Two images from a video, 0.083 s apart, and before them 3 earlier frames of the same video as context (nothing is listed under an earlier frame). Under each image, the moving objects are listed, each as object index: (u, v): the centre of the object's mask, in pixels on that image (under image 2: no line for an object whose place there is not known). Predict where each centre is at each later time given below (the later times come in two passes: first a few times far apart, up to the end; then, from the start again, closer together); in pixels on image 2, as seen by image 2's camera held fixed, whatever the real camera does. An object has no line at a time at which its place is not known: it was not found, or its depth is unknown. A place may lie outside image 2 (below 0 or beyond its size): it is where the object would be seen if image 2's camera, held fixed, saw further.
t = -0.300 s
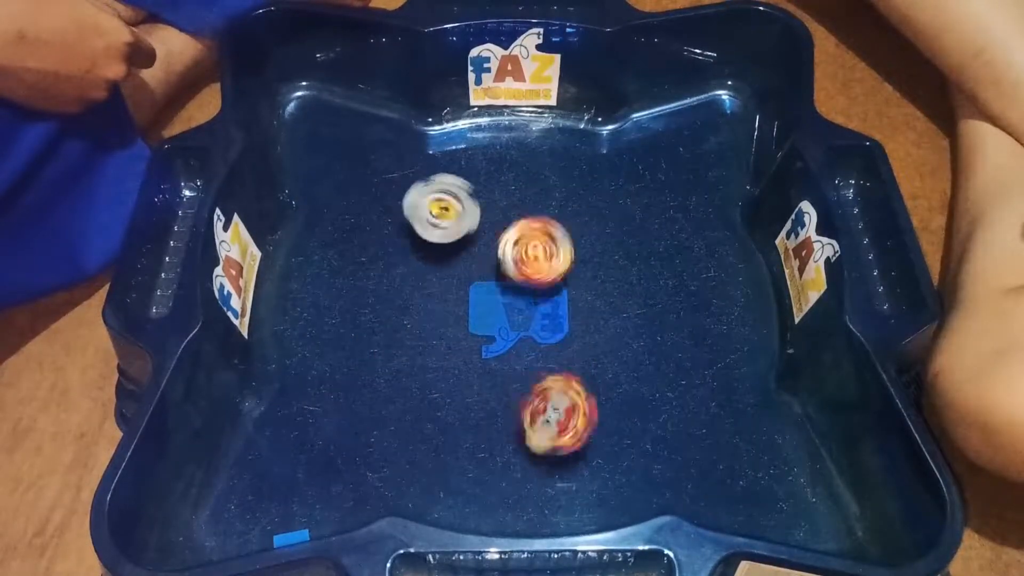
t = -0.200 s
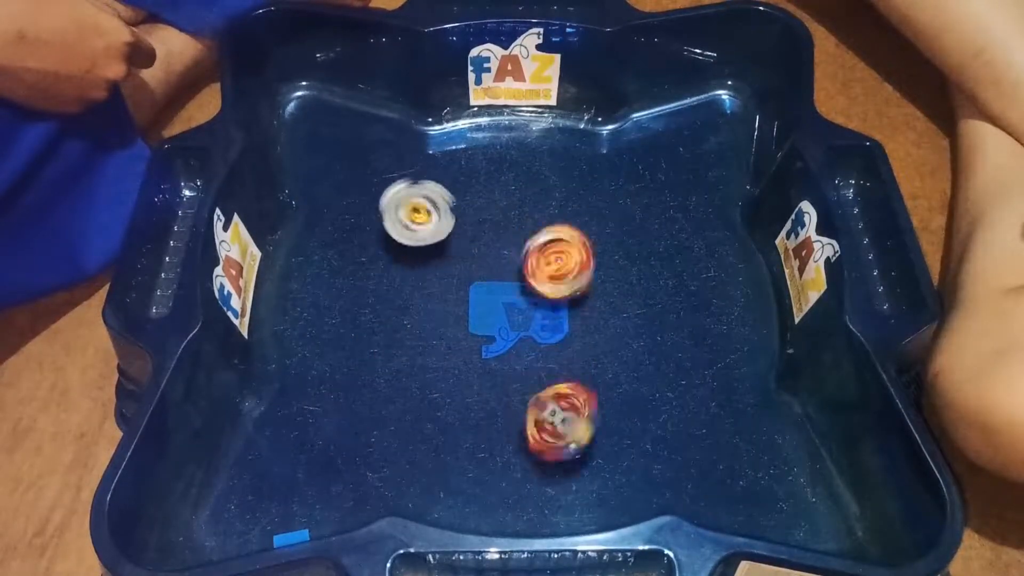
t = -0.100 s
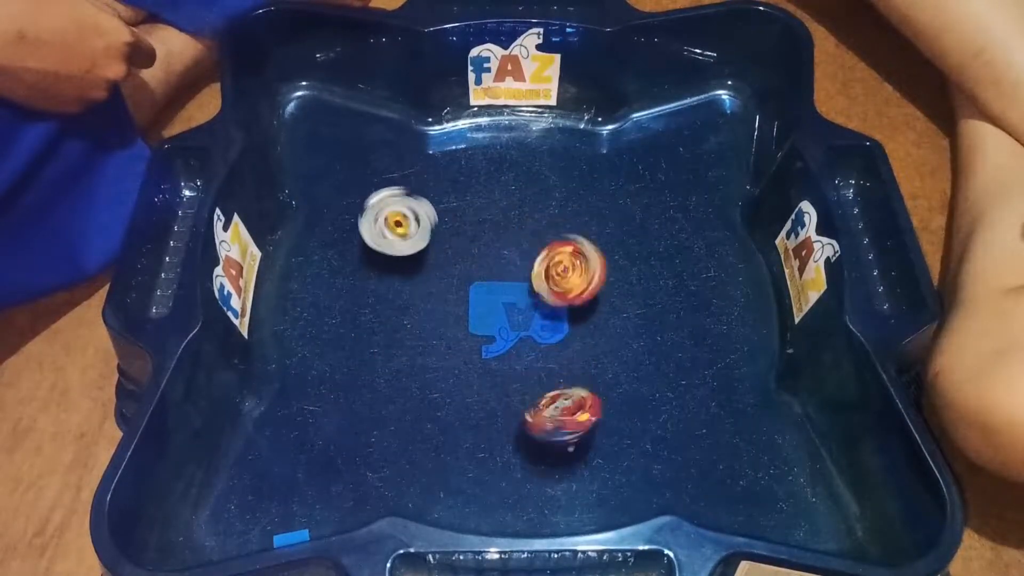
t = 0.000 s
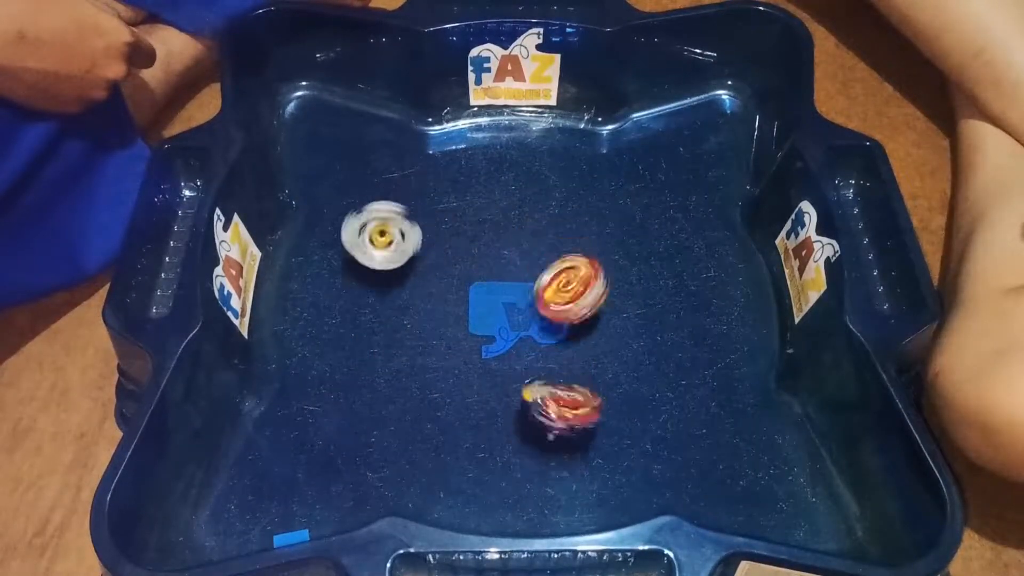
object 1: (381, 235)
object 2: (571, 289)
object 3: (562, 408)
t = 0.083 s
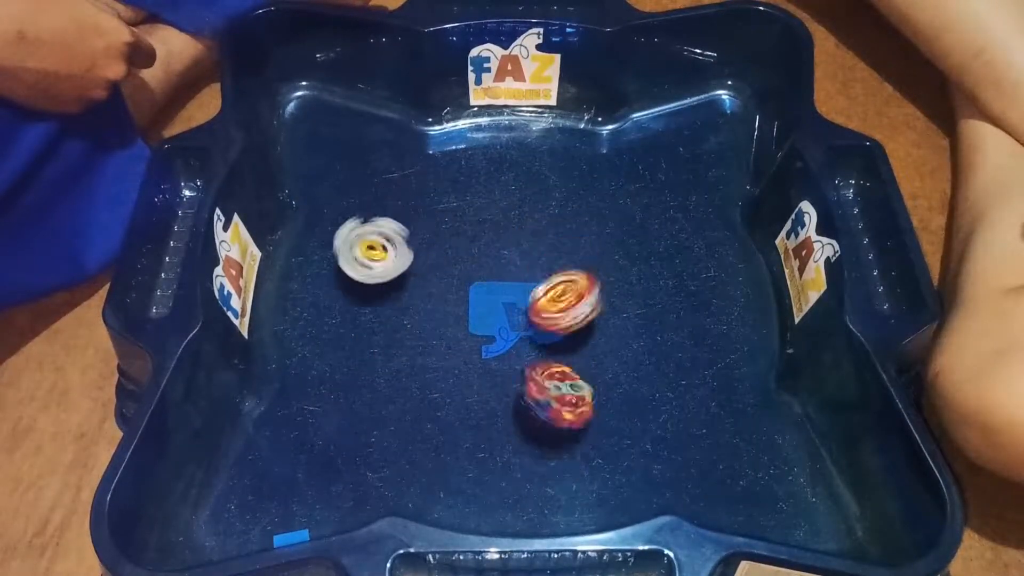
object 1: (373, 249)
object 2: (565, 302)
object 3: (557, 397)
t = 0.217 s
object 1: (369, 274)
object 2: (545, 311)
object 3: (546, 374)
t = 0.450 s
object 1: (392, 316)
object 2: (529, 287)
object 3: (512, 357)
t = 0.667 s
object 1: (434, 339)
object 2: (547, 262)
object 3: (507, 360)
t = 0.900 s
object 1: (417, 330)
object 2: (582, 264)
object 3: (541, 368)
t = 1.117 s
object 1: (432, 312)
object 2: (597, 293)
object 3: (540, 366)
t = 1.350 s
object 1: (473, 291)
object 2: (578, 312)
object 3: (515, 357)
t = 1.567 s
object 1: (475, 272)
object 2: (581, 310)
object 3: (509, 356)
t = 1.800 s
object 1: (454, 247)
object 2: (592, 312)
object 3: (521, 370)
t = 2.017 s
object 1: (455, 240)
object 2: (587, 313)
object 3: (517, 364)
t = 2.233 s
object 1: (472, 245)
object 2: (571, 303)
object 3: (517, 364)
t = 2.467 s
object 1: (482, 258)
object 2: (575, 294)
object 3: (517, 364)
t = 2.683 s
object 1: (490, 266)
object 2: (584, 307)
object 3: (517, 362)
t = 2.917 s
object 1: (496, 277)
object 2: (575, 311)
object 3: (517, 363)
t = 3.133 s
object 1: (493, 276)
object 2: (572, 313)
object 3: (517, 363)
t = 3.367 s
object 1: (514, 265)
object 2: (567, 318)
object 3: (517, 363)
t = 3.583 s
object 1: (531, 265)
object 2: (587, 323)
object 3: (514, 362)
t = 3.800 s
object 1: (541, 269)
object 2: (585, 322)
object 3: (514, 362)
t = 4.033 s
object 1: (547, 275)
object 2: (588, 319)
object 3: (514, 362)
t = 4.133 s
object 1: (548, 276)
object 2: (589, 318)
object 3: (514, 362)
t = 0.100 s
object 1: (372, 253)
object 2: (564, 302)
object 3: (556, 394)
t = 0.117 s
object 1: (371, 256)
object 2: (564, 304)
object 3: (554, 392)
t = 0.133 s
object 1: (371, 259)
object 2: (559, 307)
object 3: (552, 391)
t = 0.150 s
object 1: (370, 261)
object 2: (559, 308)
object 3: (551, 383)
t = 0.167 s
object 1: (369, 265)
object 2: (554, 311)
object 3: (552, 380)
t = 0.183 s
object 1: (369, 268)
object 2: (551, 312)
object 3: (551, 377)
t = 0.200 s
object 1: (370, 271)
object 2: (551, 312)
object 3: (549, 375)
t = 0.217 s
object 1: (369, 274)
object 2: (545, 311)
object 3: (546, 374)
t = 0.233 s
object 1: (369, 277)
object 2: (546, 310)
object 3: (542, 374)
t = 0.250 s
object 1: (370, 280)
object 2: (545, 308)
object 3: (541, 374)
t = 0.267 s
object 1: (372, 283)
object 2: (542, 305)
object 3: (539, 374)
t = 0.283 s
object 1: (372, 286)
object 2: (543, 304)
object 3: (536, 372)
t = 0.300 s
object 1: (373, 289)
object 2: (540, 306)
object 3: (533, 370)
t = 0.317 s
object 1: (375, 292)
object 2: (538, 304)
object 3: (531, 367)
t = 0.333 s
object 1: (377, 295)
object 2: (537, 301)
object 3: (530, 366)
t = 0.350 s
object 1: (379, 299)
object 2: (534, 298)
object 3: (528, 364)
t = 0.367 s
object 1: (380, 302)
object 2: (534, 296)
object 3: (526, 362)
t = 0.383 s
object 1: (382, 305)
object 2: (535, 297)
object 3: (523, 360)
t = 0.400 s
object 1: (385, 307)
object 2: (532, 294)
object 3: (520, 359)
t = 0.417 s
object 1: (387, 311)
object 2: (532, 293)
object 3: (516, 358)
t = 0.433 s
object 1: (390, 313)
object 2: (530, 291)
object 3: (514, 357)
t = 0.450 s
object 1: (392, 316)
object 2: (529, 287)
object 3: (512, 357)
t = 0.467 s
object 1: (395, 318)
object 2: (532, 285)
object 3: (510, 357)
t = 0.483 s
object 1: (398, 321)
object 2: (530, 284)
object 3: (508, 357)
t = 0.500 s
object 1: (402, 323)
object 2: (531, 280)
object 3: (507, 357)
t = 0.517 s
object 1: (406, 325)
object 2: (532, 278)
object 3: (505, 358)
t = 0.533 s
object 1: (409, 327)
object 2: (532, 275)
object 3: (505, 358)
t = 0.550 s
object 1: (413, 329)
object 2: (534, 271)
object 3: (504, 358)
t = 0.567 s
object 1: (417, 332)
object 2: (537, 271)
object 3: (503, 359)
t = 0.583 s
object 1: (420, 333)
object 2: (538, 269)
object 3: (503, 359)
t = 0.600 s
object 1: (424, 335)
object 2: (539, 267)
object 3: (503, 359)
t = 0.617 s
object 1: (428, 336)
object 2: (540, 267)
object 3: (503, 359)
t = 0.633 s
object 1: (431, 337)
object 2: (542, 264)
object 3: (503, 359)
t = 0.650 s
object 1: (433, 338)
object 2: (545, 263)
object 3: (505, 359)
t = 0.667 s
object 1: (434, 339)
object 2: (547, 262)
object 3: (507, 360)
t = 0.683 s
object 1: (432, 340)
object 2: (549, 261)
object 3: (509, 358)
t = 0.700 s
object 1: (430, 341)
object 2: (551, 260)
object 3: (514, 357)
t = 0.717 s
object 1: (430, 340)
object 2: (553, 258)
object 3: (518, 356)
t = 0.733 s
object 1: (428, 339)
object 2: (558, 258)
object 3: (522, 357)
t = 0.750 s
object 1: (425, 338)
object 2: (561, 258)
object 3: (526, 358)
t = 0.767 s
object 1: (424, 339)
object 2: (564, 258)
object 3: (530, 357)
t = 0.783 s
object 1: (423, 337)
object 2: (566, 259)
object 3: (532, 359)
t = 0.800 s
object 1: (421, 336)
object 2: (567, 259)
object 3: (534, 360)
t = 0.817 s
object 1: (419, 335)
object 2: (571, 259)
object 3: (537, 362)
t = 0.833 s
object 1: (419, 335)
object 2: (574, 260)
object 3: (538, 364)
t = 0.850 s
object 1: (420, 334)
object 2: (576, 261)
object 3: (540, 365)
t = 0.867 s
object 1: (418, 332)
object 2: (579, 262)
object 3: (540, 366)
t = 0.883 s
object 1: (417, 331)
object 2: (581, 265)
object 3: (541, 367)
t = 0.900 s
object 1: (417, 330)
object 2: (582, 264)
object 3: (541, 368)
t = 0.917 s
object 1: (417, 328)
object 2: (586, 265)
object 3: (541, 368)
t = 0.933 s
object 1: (417, 328)
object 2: (588, 268)
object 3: (541, 368)
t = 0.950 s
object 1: (419, 327)
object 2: (590, 270)
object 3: (541, 368)
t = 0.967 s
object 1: (420, 325)
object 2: (592, 273)
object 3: (541, 369)
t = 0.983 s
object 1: (419, 323)
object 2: (591, 275)
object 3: (541, 369)
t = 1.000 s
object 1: (419, 322)
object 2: (593, 275)
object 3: (541, 369)
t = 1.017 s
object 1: (421, 322)
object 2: (596, 278)
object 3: (541, 369)
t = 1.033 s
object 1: (424, 320)
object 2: (594, 281)
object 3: (541, 369)
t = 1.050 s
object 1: (425, 317)
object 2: (597, 283)
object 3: (541, 369)
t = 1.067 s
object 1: (425, 316)
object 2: (597, 286)
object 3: (541, 368)
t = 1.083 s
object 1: (426, 315)
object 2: (595, 288)
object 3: (541, 368)
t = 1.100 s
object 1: (429, 314)
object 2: (597, 290)
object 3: (540, 367)
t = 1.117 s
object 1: (432, 312)
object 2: (597, 293)
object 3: (540, 366)
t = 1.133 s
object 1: (434, 310)
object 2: (595, 296)
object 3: (539, 365)
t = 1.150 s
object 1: (436, 308)
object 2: (595, 298)
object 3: (538, 364)
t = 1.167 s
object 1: (438, 307)
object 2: (592, 301)
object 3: (538, 362)
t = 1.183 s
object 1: (440, 306)
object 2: (590, 302)
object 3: (537, 360)
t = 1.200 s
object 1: (444, 304)
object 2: (590, 304)
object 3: (535, 359)
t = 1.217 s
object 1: (448, 302)
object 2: (588, 306)
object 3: (534, 358)
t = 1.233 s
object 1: (451, 301)
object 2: (586, 308)
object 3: (532, 358)
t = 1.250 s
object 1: (453, 299)
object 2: (585, 310)
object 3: (530, 356)
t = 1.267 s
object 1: (456, 298)
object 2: (580, 312)
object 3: (528, 355)
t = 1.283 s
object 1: (459, 296)
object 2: (578, 312)
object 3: (526, 354)
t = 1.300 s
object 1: (462, 295)
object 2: (578, 313)
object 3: (524, 354)
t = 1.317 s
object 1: (466, 294)
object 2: (576, 314)
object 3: (520, 354)
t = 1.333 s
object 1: (469, 292)
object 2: (576, 312)
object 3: (517, 355)
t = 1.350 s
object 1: (473, 291)
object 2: (578, 312)
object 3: (515, 357)
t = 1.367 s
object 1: (476, 289)
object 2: (576, 313)
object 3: (513, 358)
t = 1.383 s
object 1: (479, 288)
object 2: (575, 312)
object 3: (512, 358)
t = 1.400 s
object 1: (482, 287)
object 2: (576, 313)
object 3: (510, 358)
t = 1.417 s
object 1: (484, 285)
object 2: (571, 313)
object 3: (509, 357)
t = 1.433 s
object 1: (488, 284)
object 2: (567, 312)
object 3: (508, 357)
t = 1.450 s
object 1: (489, 283)
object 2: (569, 309)
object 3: (507, 356)
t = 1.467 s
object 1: (484, 282)
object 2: (572, 310)
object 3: (506, 356)
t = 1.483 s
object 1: (482, 281)
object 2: (574, 310)
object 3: (506, 355)
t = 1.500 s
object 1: (481, 279)
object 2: (577, 311)
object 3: (506, 355)
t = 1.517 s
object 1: (480, 277)
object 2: (578, 312)
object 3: (506, 356)
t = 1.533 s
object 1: (478, 276)
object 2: (578, 311)
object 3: (507, 356)
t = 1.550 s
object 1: (477, 274)
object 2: (579, 309)
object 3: (508, 356)
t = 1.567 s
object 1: (475, 272)
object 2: (581, 310)
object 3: (509, 356)
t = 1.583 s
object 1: (473, 269)
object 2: (582, 309)
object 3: (510, 357)
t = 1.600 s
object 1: (471, 267)
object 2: (585, 309)
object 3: (511, 358)
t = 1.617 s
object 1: (469, 265)
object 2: (586, 310)
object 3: (513, 359)
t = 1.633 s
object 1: (466, 263)
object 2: (586, 311)
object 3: (514, 361)
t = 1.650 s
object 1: (464, 261)
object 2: (586, 311)
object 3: (514, 361)
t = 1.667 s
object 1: (462, 260)
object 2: (587, 310)
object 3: (515, 362)
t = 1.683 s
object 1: (461, 258)
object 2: (586, 309)
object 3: (516, 363)
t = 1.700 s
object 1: (460, 257)
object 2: (589, 308)
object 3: (517, 363)
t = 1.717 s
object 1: (459, 255)
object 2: (592, 308)
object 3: (518, 365)
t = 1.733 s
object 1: (457, 253)
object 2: (592, 310)
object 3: (519, 365)
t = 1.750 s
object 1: (455, 252)
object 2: (592, 310)
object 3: (519, 366)
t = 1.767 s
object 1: (454, 251)
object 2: (593, 311)
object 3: (520, 367)
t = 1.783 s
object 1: (455, 249)
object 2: (592, 312)
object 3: (520, 369)
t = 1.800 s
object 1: (454, 247)
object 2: (592, 312)
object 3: (521, 370)
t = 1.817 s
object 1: (452, 246)
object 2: (594, 310)
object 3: (521, 370)
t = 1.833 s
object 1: (451, 246)
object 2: (596, 311)
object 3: (521, 370)
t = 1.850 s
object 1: (451, 246)
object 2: (594, 312)
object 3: (521, 370)
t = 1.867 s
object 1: (452, 245)
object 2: (595, 313)
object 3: (521, 370)
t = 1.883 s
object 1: (453, 243)
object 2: (595, 312)
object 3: (520, 369)
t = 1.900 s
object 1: (452, 242)
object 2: (592, 313)
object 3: (520, 369)
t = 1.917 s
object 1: (451, 240)
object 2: (592, 311)
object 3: (520, 368)
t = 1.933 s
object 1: (450, 241)
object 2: (594, 311)
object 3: (520, 367)
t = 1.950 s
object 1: (451, 241)
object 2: (593, 312)
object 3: (519, 367)
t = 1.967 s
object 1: (453, 240)
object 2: (591, 313)
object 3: (519, 366)
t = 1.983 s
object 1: (453, 240)
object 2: (591, 313)
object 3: (518, 365)
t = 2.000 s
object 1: (454, 240)
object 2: (590, 314)
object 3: (518, 364)
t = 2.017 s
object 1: (455, 240)
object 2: (587, 313)
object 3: (517, 364)
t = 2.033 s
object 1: (456, 240)
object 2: (586, 311)
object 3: (516, 363)
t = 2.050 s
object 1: (456, 240)
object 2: (588, 311)
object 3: (516, 362)
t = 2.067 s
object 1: (457, 240)
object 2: (585, 311)
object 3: (516, 362)
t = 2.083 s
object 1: (460, 241)
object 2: (584, 310)
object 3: (515, 362)
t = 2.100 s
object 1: (461, 240)
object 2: (583, 311)
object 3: (515, 361)
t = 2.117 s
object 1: (462, 241)
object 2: (581, 310)
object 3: (515, 362)
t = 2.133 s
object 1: (462, 241)
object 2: (578, 308)
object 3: (516, 362)
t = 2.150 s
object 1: (464, 243)
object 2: (579, 307)
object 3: (516, 362)
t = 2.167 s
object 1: (467, 243)
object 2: (579, 307)
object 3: (516, 362)
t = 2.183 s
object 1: (469, 243)
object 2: (577, 306)
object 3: (516, 363)
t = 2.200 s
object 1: (470, 244)
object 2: (576, 305)
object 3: (517, 363)
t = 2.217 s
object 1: (471, 245)
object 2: (574, 304)
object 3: (517, 364)
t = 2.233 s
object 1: (472, 245)
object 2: (571, 303)
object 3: (517, 364)
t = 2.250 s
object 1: (473, 247)
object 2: (570, 300)
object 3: (518, 365)
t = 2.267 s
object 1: (476, 248)
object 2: (572, 298)
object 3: (518, 364)
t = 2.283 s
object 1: (479, 249)
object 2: (571, 299)
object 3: (517, 364)
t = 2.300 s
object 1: (482, 250)
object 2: (569, 297)
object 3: (517, 364)
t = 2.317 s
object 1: (485, 251)
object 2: (568, 296)
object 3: (517, 363)
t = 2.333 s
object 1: (486, 252)
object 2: (567, 295)
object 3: (517, 363)
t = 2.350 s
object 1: (486, 252)
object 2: (564, 292)
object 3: (516, 362)
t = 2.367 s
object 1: (487, 253)
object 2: (564, 288)
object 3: (516, 362)
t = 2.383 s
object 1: (489, 254)
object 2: (567, 289)
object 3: (516, 362)
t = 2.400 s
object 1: (491, 255)
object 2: (565, 288)
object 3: (516, 362)
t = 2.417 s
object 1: (494, 257)
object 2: (564, 286)
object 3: (516, 363)
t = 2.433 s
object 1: (490, 255)
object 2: (569, 289)
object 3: (517, 363)
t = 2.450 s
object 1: (484, 256)
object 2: (573, 292)
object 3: (517, 363)
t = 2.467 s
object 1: (482, 258)
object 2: (575, 294)
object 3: (517, 364)
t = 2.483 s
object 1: (481, 259)
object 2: (577, 296)
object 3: (517, 363)
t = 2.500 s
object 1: (481, 260)
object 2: (578, 299)
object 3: (517, 363)
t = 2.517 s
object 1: (481, 262)
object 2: (579, 300)
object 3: (517, 363)
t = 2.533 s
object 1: (483, 264)
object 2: (579, 301)
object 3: (517, 362)
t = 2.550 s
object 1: (485, 266)
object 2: (580, 300)
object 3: (517, 362)
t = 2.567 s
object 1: (488, 267)
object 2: (582, 300)
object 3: (516, 362)
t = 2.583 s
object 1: (489, 267)
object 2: (582, 301)
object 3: (517, 363)
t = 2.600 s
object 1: (491, 267)
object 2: (582, 300)
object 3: (517, 363)
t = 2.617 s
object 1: (491, 266)
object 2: (585, 301)
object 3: (517, 363)
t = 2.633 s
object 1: (491, 266)
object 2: (587, 302)
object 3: (517, 363)
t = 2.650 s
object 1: (491, 266)
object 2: (586, 305)
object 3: (517, 363)
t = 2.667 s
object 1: (490, 266)
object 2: (584, 306)
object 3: (517, 362)
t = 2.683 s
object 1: (490, 266)
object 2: (584, 307)
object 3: (517, 362)
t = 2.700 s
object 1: (490, 266)
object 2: (583, 308)
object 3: (517, 362)
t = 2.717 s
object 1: (490, 267)
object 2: (580, 310)
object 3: (517, 363)
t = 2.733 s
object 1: (490, 268)
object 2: (576, 310)
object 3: (517, 363)
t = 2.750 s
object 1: (490, 269)
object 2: (577, 309)
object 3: (517, 363)
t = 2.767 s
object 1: (490, 269)
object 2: (577, 309)
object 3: (517, 362)
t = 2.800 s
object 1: (491, 271)
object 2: (573, 307)
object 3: (517, 363)
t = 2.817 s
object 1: (493, 272)
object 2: (573, 307)
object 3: (517, 363)
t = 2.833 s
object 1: (493, 274)
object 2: (572, 308)
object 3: (517, 363)
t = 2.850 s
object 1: (495, 275)
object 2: (571, 307)
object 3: (517, 363)
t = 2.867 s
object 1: (496, 276)
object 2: (567, 306)
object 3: (517, 363)
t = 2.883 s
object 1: (498, 277)
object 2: (567, 304)
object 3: (517, 363)
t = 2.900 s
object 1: (498, 277)
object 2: (570, 306)
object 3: (517, 363)
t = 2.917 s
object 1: (496, 277)
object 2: (575, 311)
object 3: (517, 363)
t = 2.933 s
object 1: (495, 277)
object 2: (577, 315)
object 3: (517, 363)
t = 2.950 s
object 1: (494, 278)
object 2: (577, 317)
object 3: (517, 363)
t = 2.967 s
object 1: (493, 277)
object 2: (577, 318)
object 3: (517, 363)
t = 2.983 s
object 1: (492, 277)
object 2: (577, 319)
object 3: (517, 363)
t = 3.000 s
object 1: (491, 276)
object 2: (576, 318)
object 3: (517, 363)
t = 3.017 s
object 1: (491, 277)
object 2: (576, 316)
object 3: (517, 363)
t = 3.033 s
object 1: (491, 277)
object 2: (577, 314)
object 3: (517, 363)
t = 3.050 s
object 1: (490, 277)
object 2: (578, 314)
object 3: (517, 363)
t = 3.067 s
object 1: (490, 276)
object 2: (577, 315)
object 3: (517, 363)
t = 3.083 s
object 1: (491, 276)
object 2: (575, 315)
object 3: (517, 363)
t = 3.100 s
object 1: (491, 277)
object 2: (574, 315)
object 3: (517, 363)
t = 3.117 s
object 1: (492, 276)
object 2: (573, 314)
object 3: (517, 363)
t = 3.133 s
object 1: (493, 276)
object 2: (572, 313)
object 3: (517, 363)
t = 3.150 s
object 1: (494, 276)
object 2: (570, 313)
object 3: (517, 363)
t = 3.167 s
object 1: (495, 275)
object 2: (567, 312)
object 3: (517, 363)
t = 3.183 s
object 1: (496, 275)
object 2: (567, 310)
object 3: (517, 363)
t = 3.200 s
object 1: (497, 274)
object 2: (569, 309)
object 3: (517, 363)
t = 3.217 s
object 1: (499, 274)
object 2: (569, 310)
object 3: (517, 363)
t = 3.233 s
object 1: (501, 273)
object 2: (569, 310)
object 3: (517, 363)
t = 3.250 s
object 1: (503, 273)
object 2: (567, 308)
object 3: (517, 363)
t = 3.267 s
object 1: (505, 272)
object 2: (565, 306)
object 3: (517, 363)
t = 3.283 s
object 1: (507, 272)
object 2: (565, 306)
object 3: (517, 363)
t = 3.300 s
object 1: (508, 271)
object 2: (565, 306)
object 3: (517, 363)
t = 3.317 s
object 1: (510, 269)
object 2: (566, 308)
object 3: (517, 363)
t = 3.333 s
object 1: (512, 267)
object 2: (567, 311)
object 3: (517, 363)
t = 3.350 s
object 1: (512, 266)
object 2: (567, 315)
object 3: (516, 363)
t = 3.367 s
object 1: (514, 265)
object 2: (567, 318)
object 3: (517, 363)
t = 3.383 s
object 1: (515, 265)
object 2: (568, 320)
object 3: (517, 363)
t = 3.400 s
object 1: (517, 265)
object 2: (570, 323)
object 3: (516, 363)
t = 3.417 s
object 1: (518, 264)
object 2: (573, 324)
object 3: (514, 363)
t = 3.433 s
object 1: (519, 264)
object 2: (576, 324)
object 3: (514, 362)
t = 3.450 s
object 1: (521, 264)
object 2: (578, 325)
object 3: (514, 362)
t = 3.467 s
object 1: (522, 263)
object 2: (580, 325)
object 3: (514, 362)
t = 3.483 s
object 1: (524, 264)
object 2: (582, 325)
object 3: (514, 362)
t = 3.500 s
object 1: (525, 264)
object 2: (583, 324)
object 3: (514, 362)
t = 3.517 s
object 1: (526, 264)
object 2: (585, 323)
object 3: (514, 362)
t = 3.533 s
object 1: (527, 264)
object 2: (586, 323)
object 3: (514, 362)
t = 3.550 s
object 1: (529, 264)
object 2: (586, 323)
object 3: (514, 362)
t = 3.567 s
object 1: (530, 264)
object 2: (587, 323)
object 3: (514, 362)
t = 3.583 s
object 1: (531, 265)
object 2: (587, 323)
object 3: (514, 362)
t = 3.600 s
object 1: (532, 265)
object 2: (587, 323)
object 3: (514, 362)
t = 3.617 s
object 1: (533, 265)
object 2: (587, 324)
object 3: (514, 362)
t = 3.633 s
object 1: (534, 265)
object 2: (586, 325)
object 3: (514, 362)
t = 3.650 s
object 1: (535, 265)
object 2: (585, 326)
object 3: (514, 362)
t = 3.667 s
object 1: (535, 266)
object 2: (583, 327)
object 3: (514, 362)
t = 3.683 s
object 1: (536, 266)
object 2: (582, 327)
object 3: (514, 362)
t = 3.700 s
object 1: (537, 266)
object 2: (582, 327)
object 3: (514, 362)
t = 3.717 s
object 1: (537, 267)
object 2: (583, 326)
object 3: (514, 362)
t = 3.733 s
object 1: (538, 267)
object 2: (583, 326)
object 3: (514, 362)
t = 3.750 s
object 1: (539, 268)
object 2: (583, 325)
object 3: (514, 362)
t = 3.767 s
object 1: (539, 268)
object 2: (584, 324)
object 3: (514, 362)
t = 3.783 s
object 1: (540, 268)
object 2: (584, 323)
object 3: (514, 362)
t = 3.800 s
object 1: (541, 269)
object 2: (585, 322)
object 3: (514, 362)
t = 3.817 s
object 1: (542, 269)
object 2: (585, 322)
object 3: (514, 362)
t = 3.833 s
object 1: (542, 270)
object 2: (585, 321)
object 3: (514, 362)
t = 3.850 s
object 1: (543, 270)
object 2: (586, 321)
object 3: (514, 362)
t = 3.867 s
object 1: (544, 271)
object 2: (586, 320)
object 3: (514, 362)
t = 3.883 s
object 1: (545, 272)
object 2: (587, 320)
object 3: (514, 362)
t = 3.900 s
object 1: (545, 273)
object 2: (587, 320)
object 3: (514, 362)
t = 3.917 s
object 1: (546, 273)
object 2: (587, 320)
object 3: (514, 362)
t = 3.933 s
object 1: (546, 274)
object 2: (587, 320)
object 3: (514, 362)
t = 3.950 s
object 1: (546, 274)
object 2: (587, 320)
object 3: (514, 362)
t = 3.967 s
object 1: (547, 274)
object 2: (587, 320)
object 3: (514, 362)
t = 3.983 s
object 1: (547, 274)
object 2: (587, 320)
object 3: (514, 362)
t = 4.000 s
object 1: (547, 274)
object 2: (587, 319)
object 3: (514, 362)
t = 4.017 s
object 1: (547, 275)
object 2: (588, 319)
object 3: (514, 362)
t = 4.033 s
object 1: (547, 275)
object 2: (588, 319)
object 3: (514, 362)
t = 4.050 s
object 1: (547, 275)
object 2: (588, 319)
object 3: (514, 362)
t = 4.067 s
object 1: (547, 275)
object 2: (588, 319)
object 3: (514, 362)
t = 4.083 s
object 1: (547, 275)
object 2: (588, 319)
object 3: (514, 362)
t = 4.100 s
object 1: (547, 275)
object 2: (588, 319)
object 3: (514, 362)
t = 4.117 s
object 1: (547, 276)
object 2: (588, 318)
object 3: (514, 362)
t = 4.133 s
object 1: (548, 276)
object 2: (589, 318)
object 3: (514, 362)
